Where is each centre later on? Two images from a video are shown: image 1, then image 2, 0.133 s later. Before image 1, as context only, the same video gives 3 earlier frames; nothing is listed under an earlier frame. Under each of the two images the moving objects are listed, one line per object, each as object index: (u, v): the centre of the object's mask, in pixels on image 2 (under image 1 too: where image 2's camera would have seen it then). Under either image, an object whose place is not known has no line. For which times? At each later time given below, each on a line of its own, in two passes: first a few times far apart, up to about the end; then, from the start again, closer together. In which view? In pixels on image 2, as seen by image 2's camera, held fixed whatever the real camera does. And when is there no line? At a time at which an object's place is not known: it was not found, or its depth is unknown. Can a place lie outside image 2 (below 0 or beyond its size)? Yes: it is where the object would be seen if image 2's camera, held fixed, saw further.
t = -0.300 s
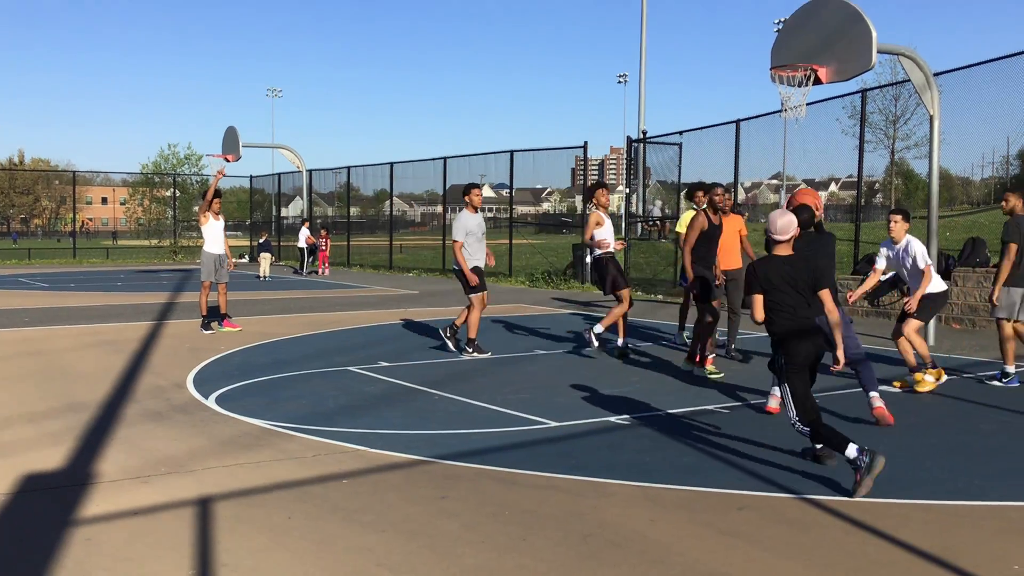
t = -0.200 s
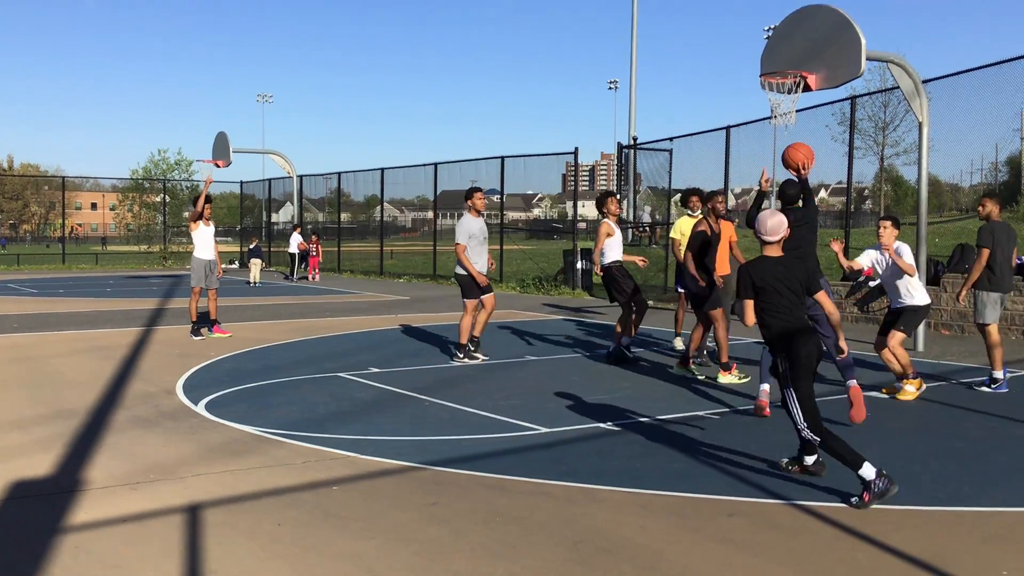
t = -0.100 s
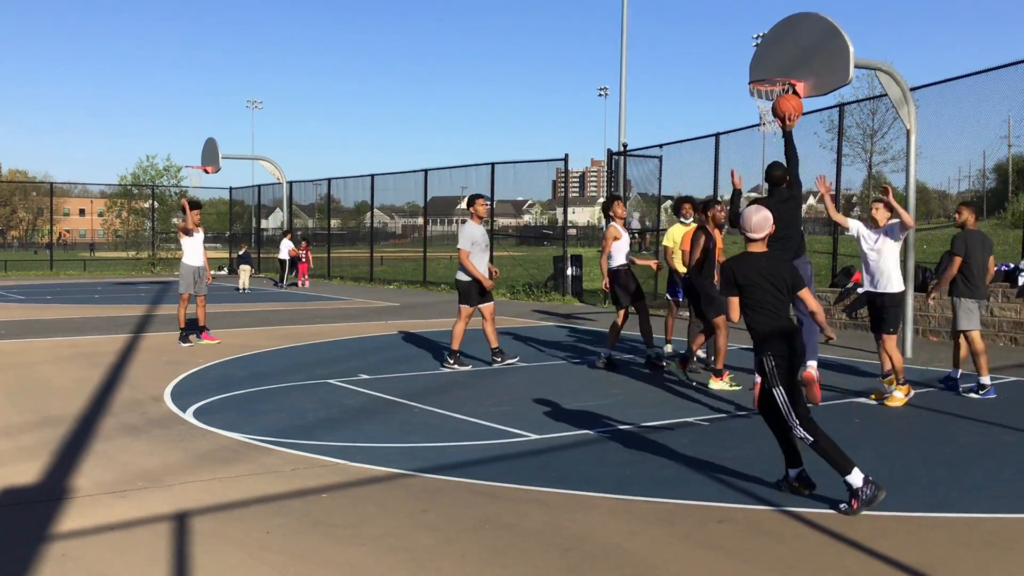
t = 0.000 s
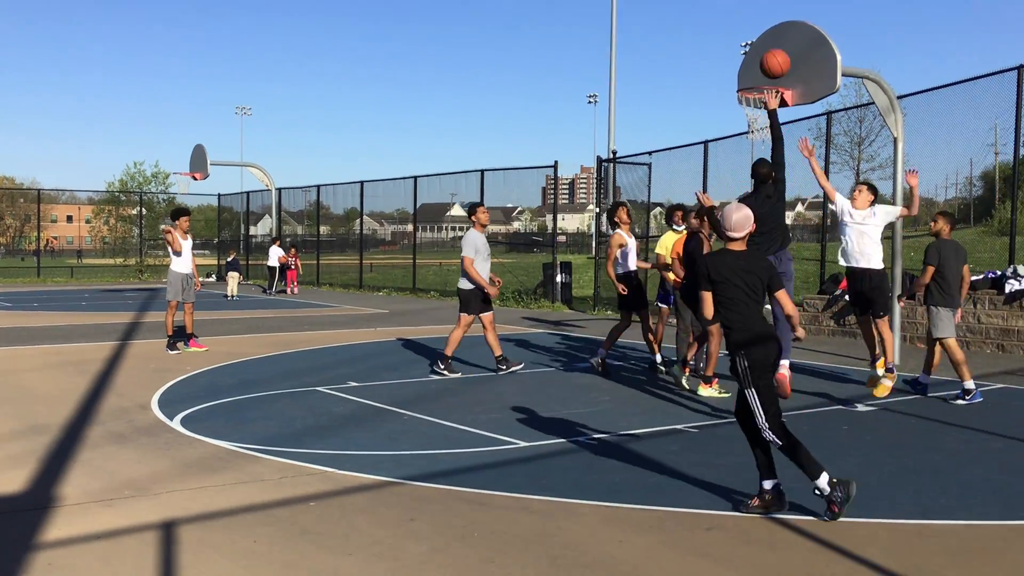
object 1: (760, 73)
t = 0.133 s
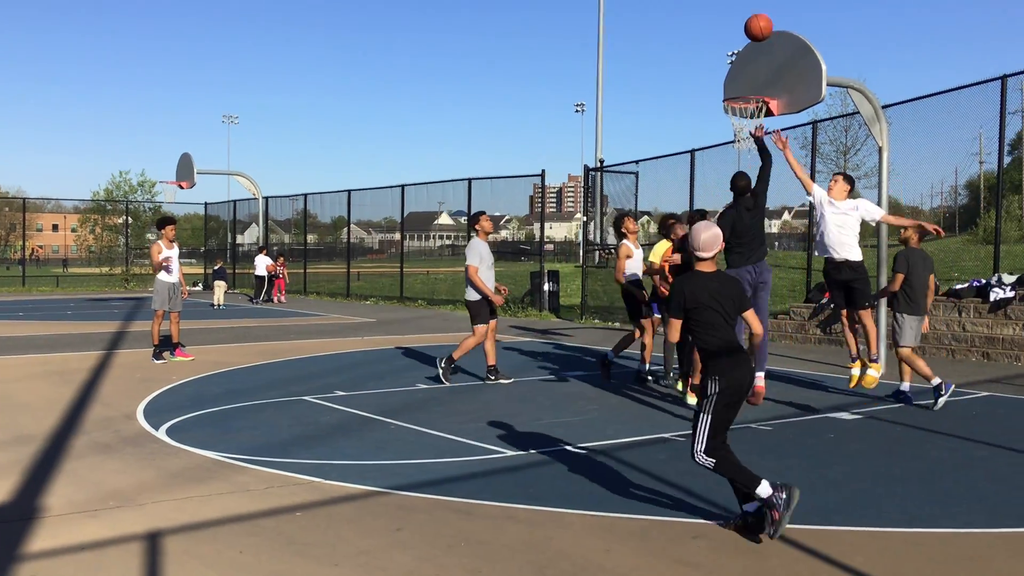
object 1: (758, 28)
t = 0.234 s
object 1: (757, 8)
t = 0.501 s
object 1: (751, 13)
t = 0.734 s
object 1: (744, 72)
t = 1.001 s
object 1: (741, 146)
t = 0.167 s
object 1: (758, 20)
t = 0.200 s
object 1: (757, 13)
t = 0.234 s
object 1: (757, 8)
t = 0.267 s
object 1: (756, 4)
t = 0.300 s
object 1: (755, 2)
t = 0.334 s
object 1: (755, 1)
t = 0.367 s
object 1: (754, 1)
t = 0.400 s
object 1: (753, 2)
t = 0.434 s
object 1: (752, 5)
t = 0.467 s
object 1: (751, 8)
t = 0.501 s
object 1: (751, 13)
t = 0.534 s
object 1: (750, 18)
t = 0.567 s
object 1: (749, 25)
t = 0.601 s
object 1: (748, 33)
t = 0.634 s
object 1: (747, 41)
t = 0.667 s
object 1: (746, 51)
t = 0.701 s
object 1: (746, 61)
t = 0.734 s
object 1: (744, 72)
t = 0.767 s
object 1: (744, 84)
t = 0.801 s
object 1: (742, 97)
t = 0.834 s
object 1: (740, 110)
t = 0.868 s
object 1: (742, 121)
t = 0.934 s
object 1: (741, 133)
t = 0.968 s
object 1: (741, 139)
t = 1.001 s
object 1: (741, 146)
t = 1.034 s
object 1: (741, 153)
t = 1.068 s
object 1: (742, 162)
